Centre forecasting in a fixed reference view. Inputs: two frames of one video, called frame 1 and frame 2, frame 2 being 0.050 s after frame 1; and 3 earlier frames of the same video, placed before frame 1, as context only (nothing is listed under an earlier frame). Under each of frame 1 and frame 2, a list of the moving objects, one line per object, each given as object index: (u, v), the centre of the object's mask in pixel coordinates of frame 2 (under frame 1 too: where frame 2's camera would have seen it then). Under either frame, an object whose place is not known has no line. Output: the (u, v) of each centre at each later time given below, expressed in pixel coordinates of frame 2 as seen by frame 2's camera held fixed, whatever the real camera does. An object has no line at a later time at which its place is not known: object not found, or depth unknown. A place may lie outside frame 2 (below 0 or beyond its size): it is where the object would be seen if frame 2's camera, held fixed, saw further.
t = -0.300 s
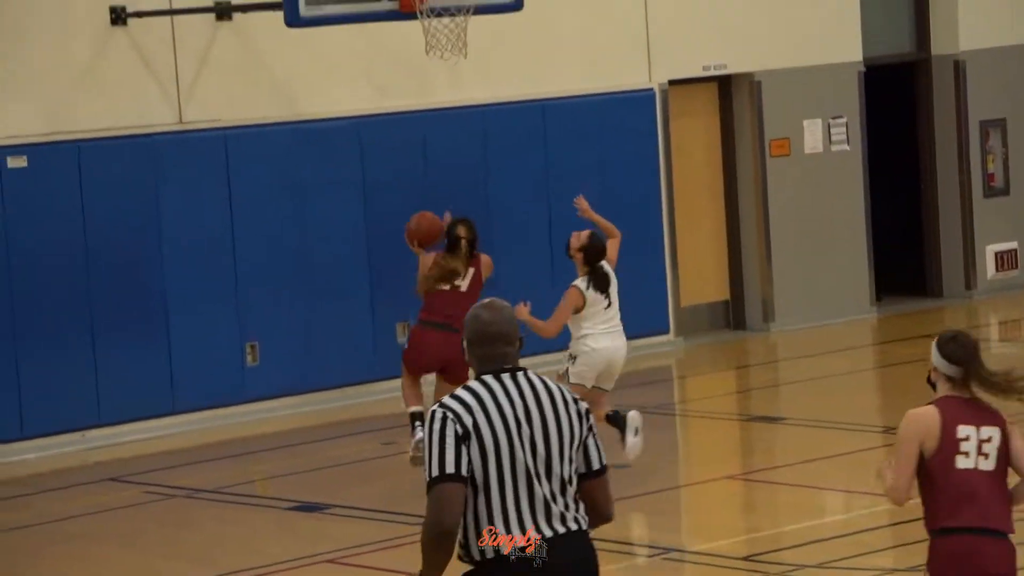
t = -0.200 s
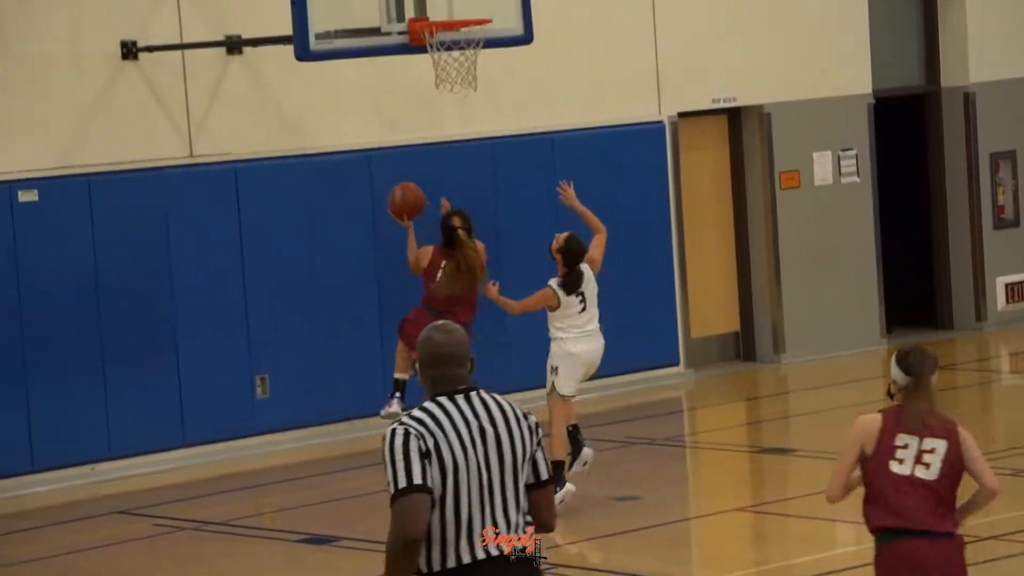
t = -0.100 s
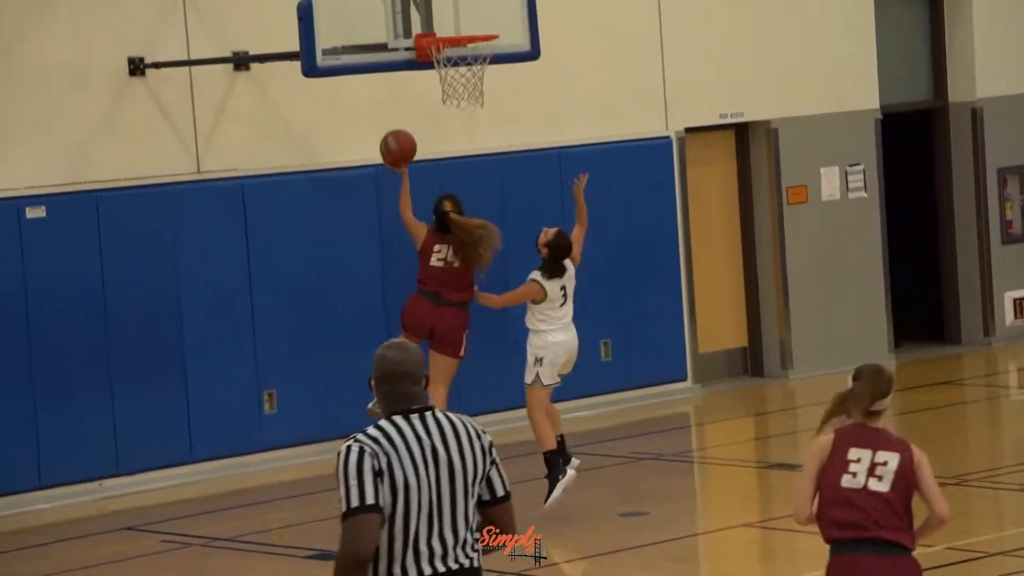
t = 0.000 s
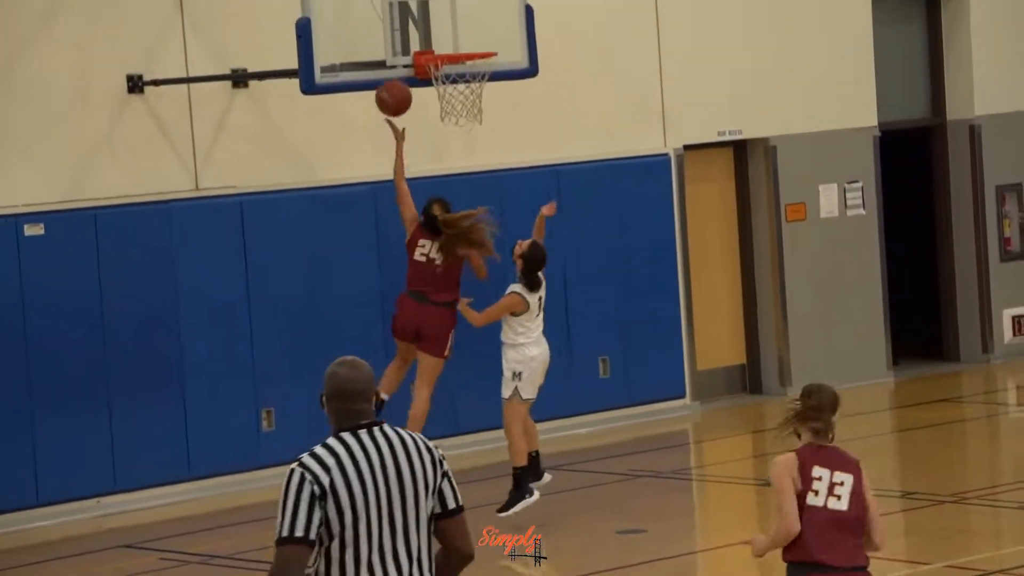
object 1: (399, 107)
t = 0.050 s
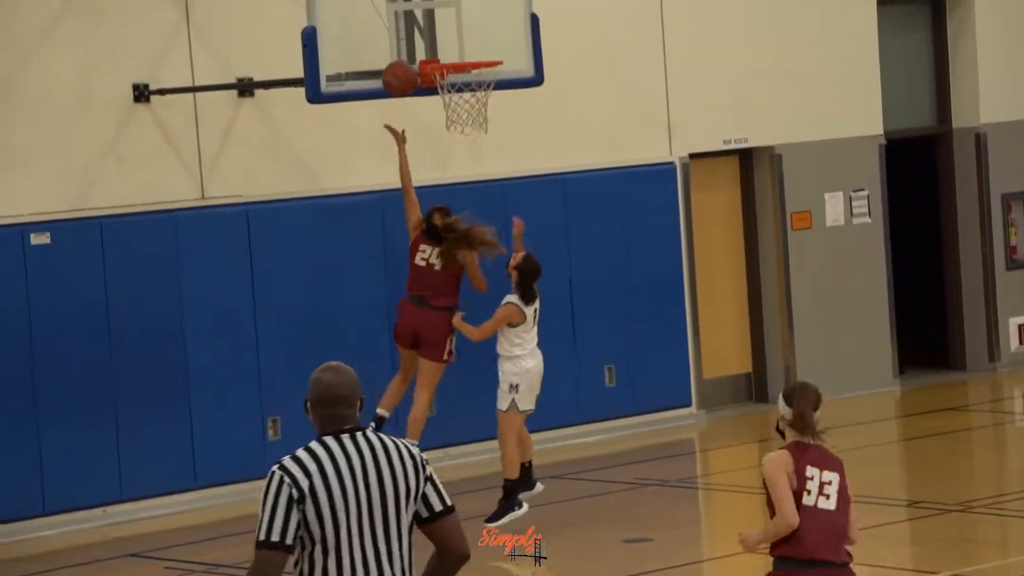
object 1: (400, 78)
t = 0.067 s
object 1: (400, 70)
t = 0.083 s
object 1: (400, 63)
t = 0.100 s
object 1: (400, 55)
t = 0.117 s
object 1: (401, 48)
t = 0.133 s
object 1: (402, 41)
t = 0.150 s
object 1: (402, 35)
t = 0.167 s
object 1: (402, 29)
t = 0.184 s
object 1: (403, 23)
